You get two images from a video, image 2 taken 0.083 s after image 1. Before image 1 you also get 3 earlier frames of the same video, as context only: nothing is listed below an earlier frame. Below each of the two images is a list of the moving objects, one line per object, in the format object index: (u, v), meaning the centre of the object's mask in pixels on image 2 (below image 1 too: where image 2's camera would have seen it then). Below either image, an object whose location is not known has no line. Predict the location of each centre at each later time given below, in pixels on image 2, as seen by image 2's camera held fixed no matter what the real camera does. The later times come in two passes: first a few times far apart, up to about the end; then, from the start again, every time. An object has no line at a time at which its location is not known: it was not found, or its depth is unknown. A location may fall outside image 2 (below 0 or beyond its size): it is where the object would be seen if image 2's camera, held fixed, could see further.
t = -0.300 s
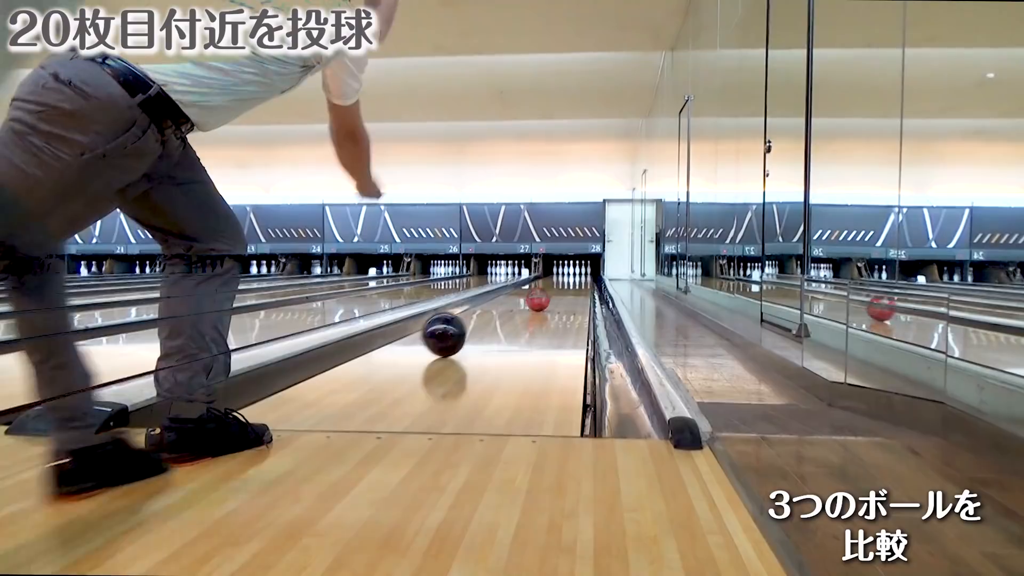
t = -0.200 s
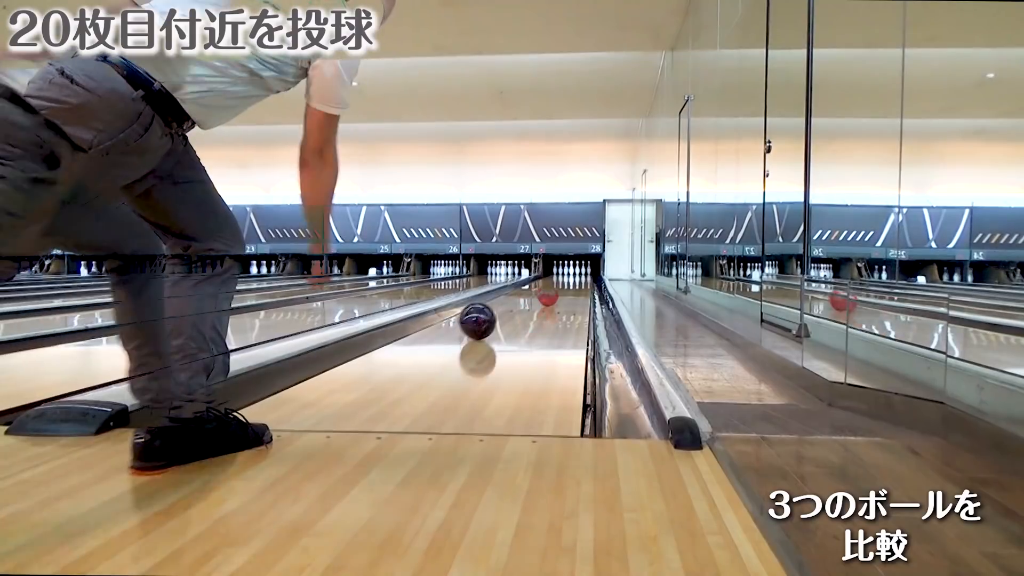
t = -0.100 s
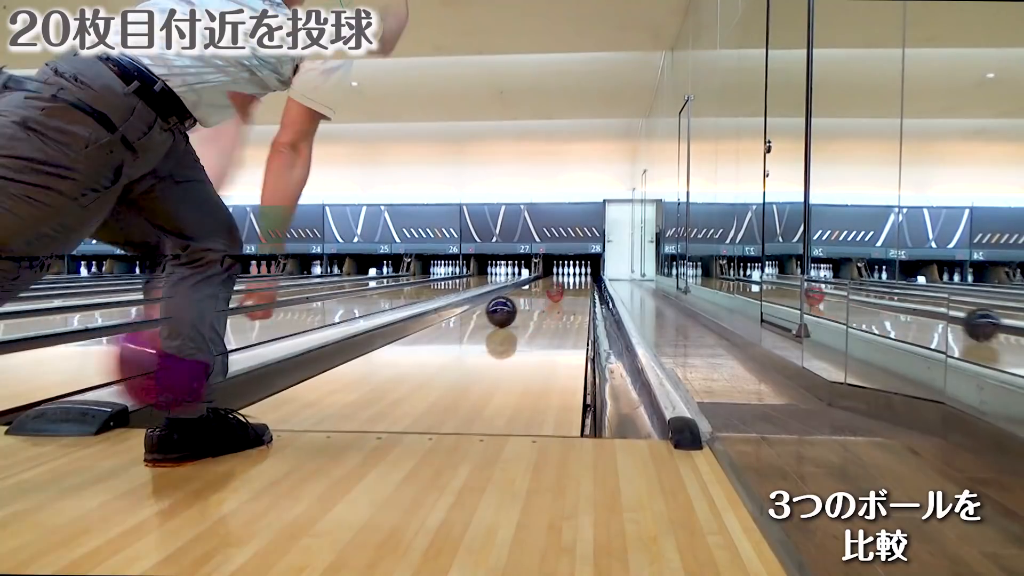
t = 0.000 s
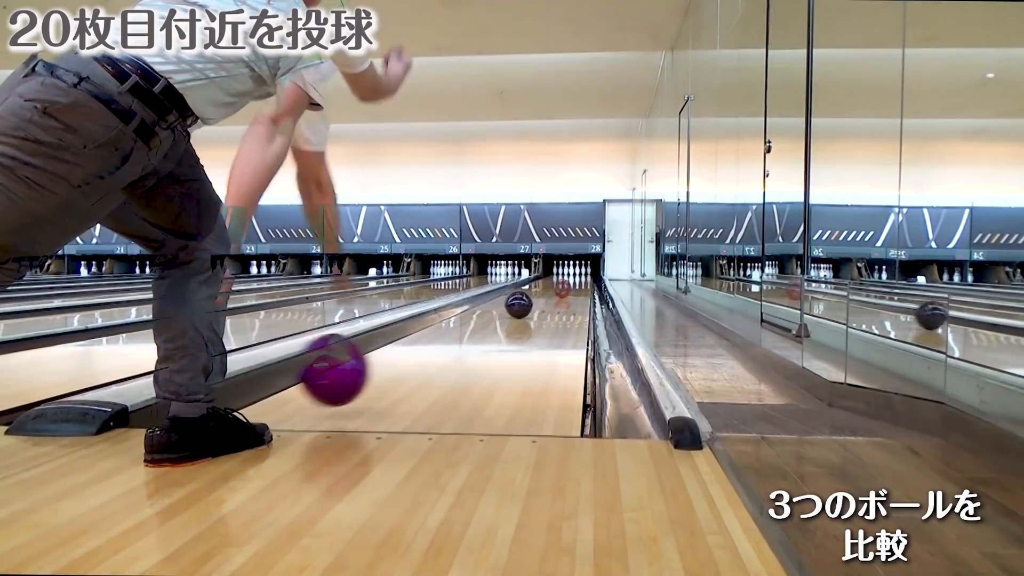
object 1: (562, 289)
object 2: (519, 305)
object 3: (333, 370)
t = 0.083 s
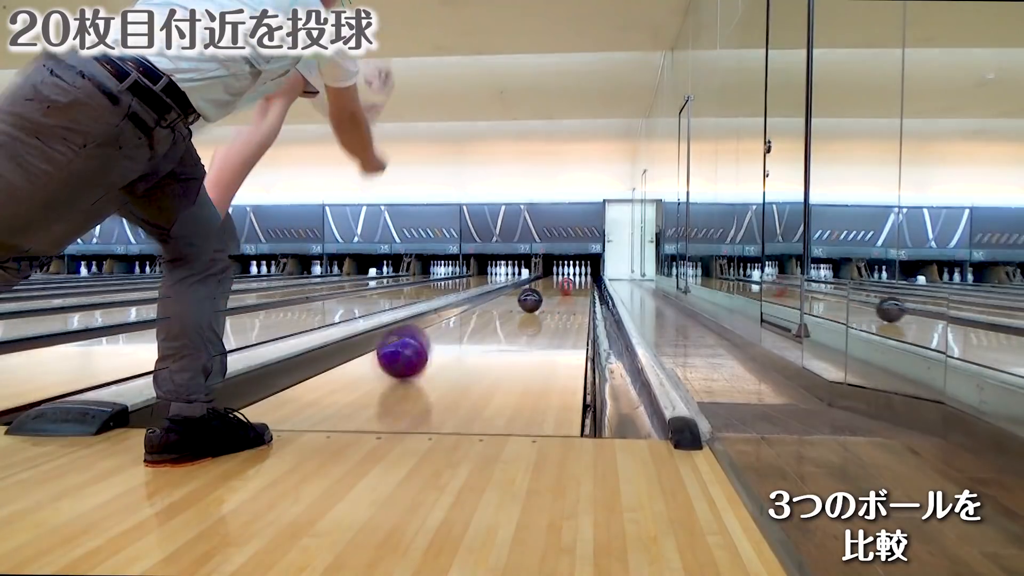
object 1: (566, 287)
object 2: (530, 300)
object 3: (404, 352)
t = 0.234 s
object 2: (545, 294)
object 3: (472, 326)
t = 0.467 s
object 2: (562, 287)
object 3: (526, 305)
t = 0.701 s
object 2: (572, 282)
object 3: (553, 295)
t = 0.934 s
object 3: (569, 287)
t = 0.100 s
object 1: (567, 286)
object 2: (532, 299)
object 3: (414, 349)
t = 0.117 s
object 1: (567, 286)
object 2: (534, 299)
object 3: (423, 346)
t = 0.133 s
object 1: (569, 285)
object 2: (536, 298)
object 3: (432, 342)
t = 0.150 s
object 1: (570, 285)
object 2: (537, 297)
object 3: (440, 339)
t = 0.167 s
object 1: (571, 285)
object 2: (539, 296)
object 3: (447, 336)
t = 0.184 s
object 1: (572, 284)
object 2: (541, 296)
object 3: (454, 333)
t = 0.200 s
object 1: (572, 284)
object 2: (542, 296)
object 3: (460, 330)
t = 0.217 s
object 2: (544, 295)
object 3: (466, 328)
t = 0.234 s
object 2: (545, 294)
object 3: (472, 326)
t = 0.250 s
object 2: (547, 294)
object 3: (478, 324)
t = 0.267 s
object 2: (548, 293)
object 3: (483, 322)
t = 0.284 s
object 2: (550, 293)
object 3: (488, 320)
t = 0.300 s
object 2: (551, 292)
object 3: (492, 318)
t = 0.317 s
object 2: (552, 292)
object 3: (496, 316)
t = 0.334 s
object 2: (553, 291)
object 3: (500, 315)
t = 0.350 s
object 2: (555, 291)
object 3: (504, 313)
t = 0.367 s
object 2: (556, 290)
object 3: (507, 312)
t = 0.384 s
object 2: (557, 289)
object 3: (511, 311)
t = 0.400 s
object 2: (558, 289)
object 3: (514, 310)
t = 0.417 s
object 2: (559, 288)
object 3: (517, 309)
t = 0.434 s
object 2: (560, 287)
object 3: (520, 307)
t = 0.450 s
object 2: (561, 287)
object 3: (523, 306)
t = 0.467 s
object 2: (562, 287)
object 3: (526, 305)
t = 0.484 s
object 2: (562, 286)
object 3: (528, 304)
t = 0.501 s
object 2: (563, 286)
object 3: (531, 303)
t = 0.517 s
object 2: (565, 286)
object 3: (533, 302)
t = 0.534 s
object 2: (565, 285)
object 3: (535, 301)
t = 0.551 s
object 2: (566, 285)
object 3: (537, 300)
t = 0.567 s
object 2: (567, 285)
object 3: (539, 299)
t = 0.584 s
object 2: (567, 285)
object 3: (541, 299)
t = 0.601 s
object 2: (568, 284)
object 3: (543, 298)
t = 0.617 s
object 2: (569, 284)
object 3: (545, 297)
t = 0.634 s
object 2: (569, 283)
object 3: (546, 297)
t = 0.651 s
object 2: (570, 283)
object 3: (548, 297)
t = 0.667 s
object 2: (571, 283)
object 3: (550, 296)
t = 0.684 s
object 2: (571, 283)
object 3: (552, 296)
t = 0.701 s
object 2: (572, 282)
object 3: (553, 295)
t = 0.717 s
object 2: (573, 282)
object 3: (555, 294)
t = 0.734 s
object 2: (574, 282)
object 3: (556, 293)
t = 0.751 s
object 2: (574, 282)
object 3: (557, 292)
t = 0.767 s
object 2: (574, 281)
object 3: (559, 292)
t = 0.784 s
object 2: (575, 281)
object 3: (560, 291)
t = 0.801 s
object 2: (575, 281)
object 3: (561, 291)
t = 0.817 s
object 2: (576, 280)
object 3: (562, 290)
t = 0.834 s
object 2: (576, 280)
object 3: (563, 289)
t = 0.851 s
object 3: (564, 289)
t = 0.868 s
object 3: (565, 288)
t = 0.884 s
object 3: (566, 288)
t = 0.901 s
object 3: (567, 287)
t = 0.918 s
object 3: (568, 287)
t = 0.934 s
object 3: (569, 287)
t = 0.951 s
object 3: (570, 287)
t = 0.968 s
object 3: (570, 286)
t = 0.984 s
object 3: (571, 286)
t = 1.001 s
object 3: (572, 286)
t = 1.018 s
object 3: (572, 286)
